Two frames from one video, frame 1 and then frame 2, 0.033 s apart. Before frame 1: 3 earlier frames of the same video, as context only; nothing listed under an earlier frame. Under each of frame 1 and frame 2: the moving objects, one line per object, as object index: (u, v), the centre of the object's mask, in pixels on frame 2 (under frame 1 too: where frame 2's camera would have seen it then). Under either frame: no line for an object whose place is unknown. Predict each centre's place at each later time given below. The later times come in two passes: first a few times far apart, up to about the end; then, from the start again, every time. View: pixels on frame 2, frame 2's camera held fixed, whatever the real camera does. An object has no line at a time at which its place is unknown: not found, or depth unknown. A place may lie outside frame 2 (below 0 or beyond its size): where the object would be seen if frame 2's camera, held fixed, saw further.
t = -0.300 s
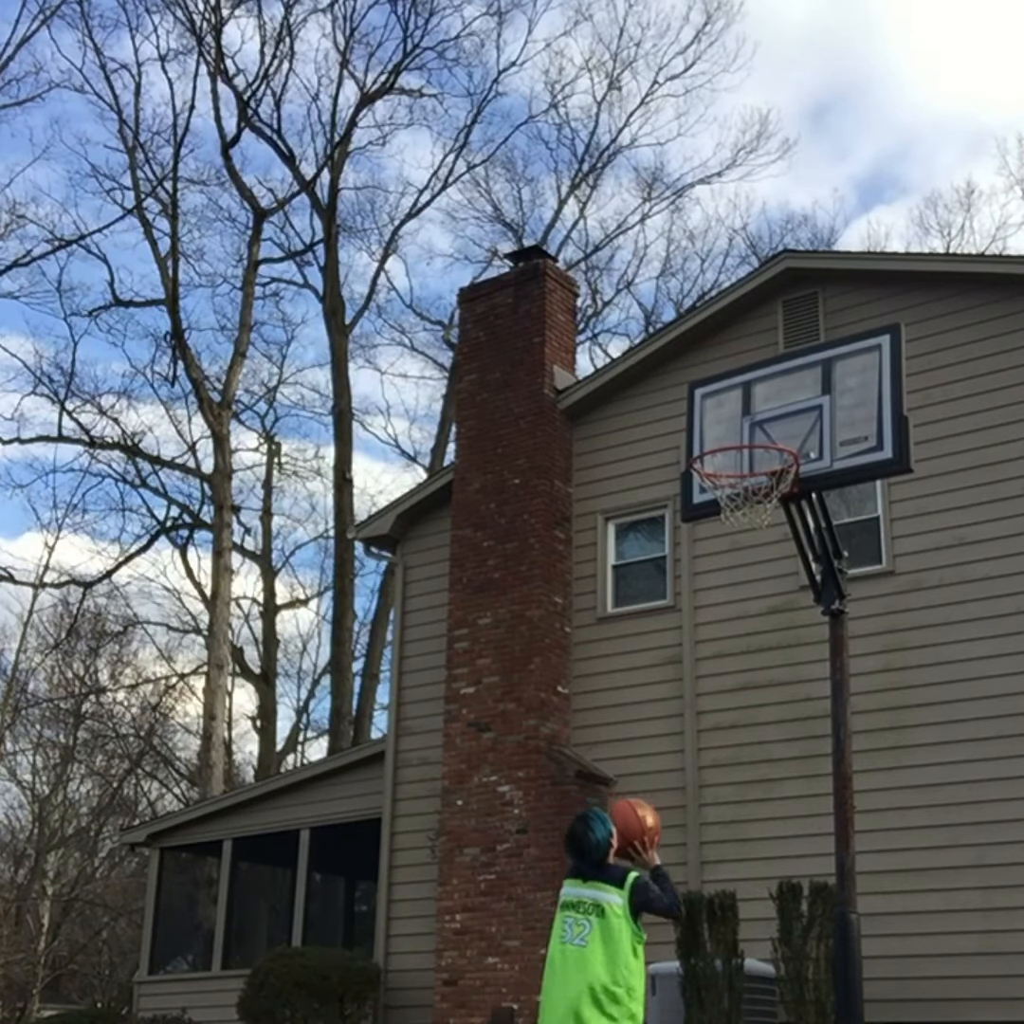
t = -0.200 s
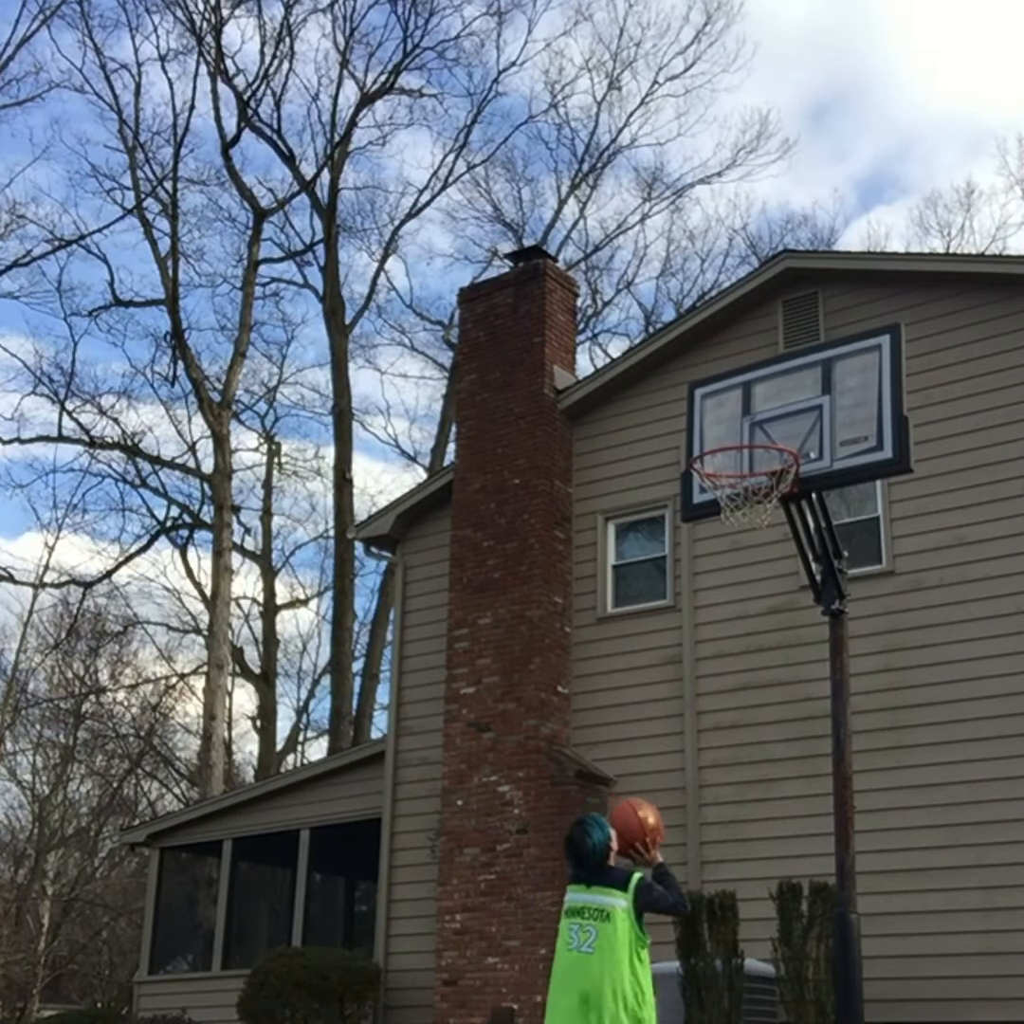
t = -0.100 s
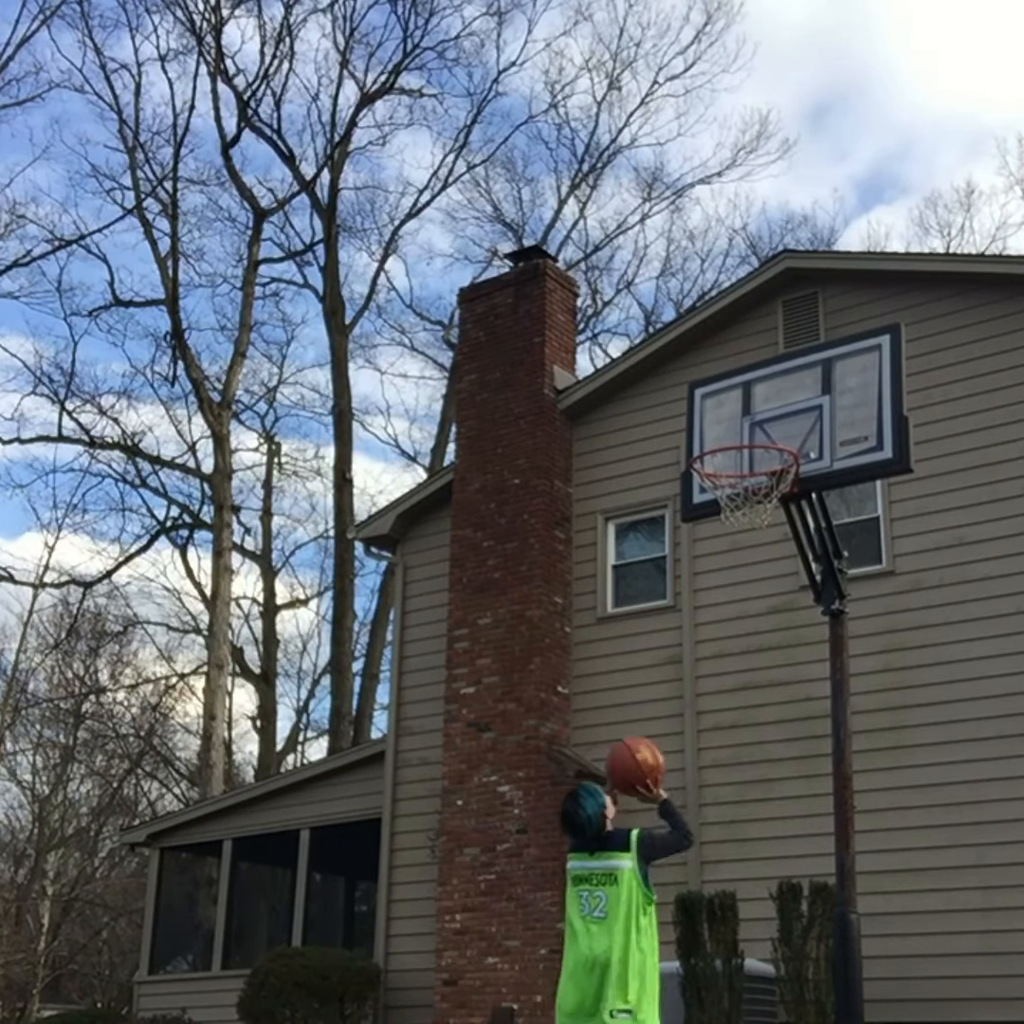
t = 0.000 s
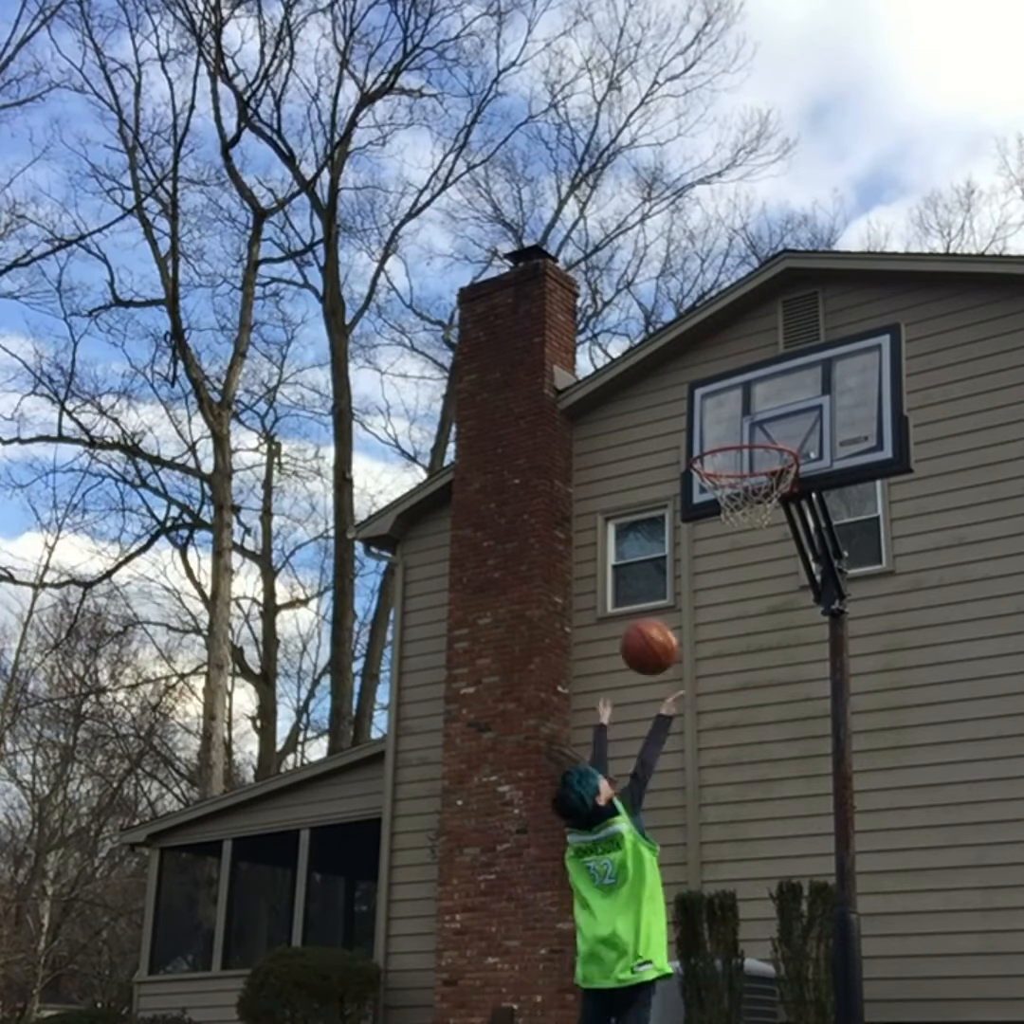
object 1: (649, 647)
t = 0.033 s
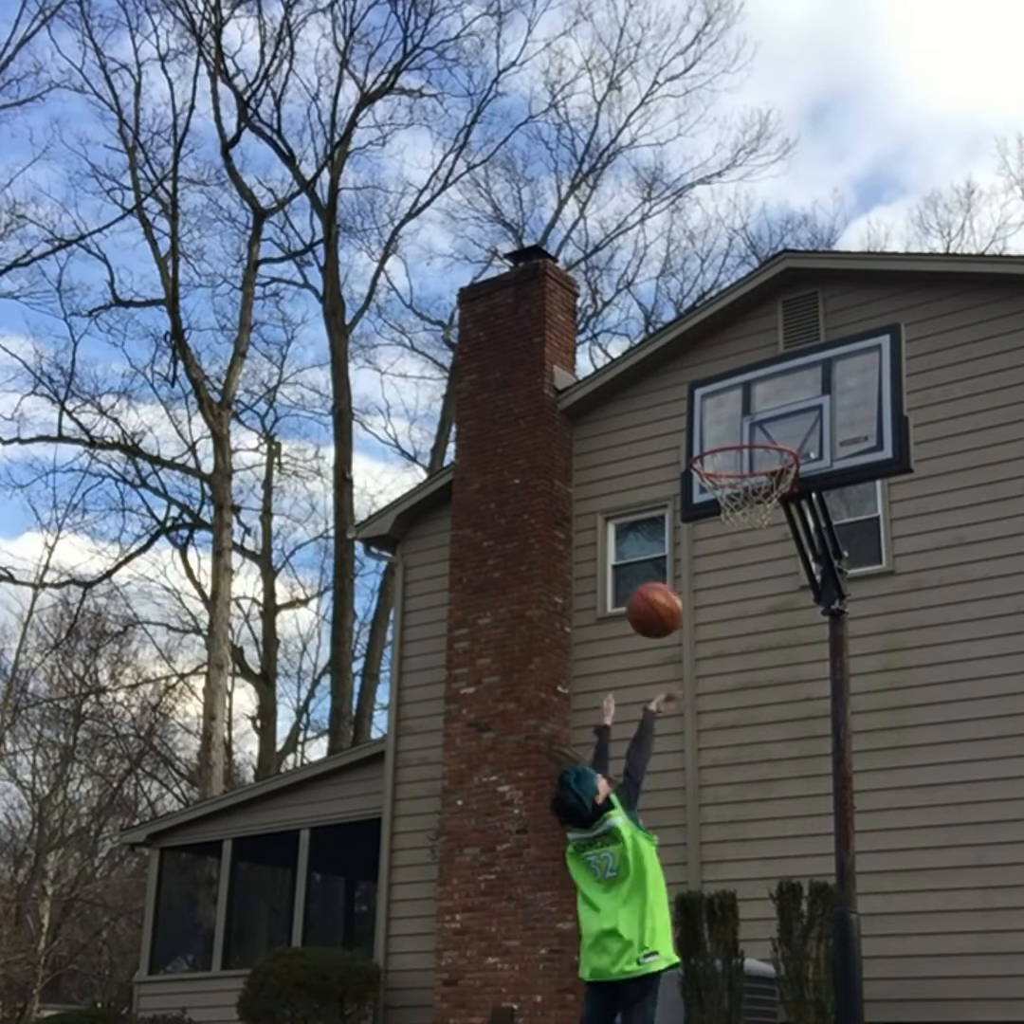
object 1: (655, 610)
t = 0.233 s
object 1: (686, 457)
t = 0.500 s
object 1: (728, 393)
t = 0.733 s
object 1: (763, 450)
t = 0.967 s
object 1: (736, 452)
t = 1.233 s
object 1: (748, 527)
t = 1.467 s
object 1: (758, 628)
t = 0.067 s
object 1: (660, 577)
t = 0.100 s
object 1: (665, 547)
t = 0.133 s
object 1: (671, 520)
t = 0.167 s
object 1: (676, 497)
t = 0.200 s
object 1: (681, 475)
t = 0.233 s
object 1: (686, 457)
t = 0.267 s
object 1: (692, 441)
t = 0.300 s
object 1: (697, 428)
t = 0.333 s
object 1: (702, 416)
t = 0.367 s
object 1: (707, 406)
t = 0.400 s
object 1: (712, 400)
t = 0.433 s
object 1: (717, 396)
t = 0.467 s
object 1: (723, 393)
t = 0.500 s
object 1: (728, 393)
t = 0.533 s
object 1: (733, 395)
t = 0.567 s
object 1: (738, 399)
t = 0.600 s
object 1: (743, 406)
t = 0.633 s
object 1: (748, 414)
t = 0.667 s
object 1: (754, 422)
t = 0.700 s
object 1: (758, 436)
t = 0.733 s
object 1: (763, 450)
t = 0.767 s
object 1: (757, 448)
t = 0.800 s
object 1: (750, 444)
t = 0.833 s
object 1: (743, 444)
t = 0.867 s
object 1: (736, 445)
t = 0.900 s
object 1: (732, 447)
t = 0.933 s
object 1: (734, 448)
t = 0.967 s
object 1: (736, 452)
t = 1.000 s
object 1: (737, 457)
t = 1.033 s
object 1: (739, 466)
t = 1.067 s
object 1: (740, 474)
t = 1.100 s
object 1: (743, 484)
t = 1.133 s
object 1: (744, 503)
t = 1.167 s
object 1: (744, 514)
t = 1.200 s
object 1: (746, 521)
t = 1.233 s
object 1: (748, 527)
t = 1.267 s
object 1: (749, 535)
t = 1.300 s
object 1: (750, 544)
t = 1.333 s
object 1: (752, 556)
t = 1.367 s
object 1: (753, 571)
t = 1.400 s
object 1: (754, 588)
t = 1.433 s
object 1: (756, 606)
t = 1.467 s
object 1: (758, 628)
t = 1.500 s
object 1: (759, 653)
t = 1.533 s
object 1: (762, 681)
